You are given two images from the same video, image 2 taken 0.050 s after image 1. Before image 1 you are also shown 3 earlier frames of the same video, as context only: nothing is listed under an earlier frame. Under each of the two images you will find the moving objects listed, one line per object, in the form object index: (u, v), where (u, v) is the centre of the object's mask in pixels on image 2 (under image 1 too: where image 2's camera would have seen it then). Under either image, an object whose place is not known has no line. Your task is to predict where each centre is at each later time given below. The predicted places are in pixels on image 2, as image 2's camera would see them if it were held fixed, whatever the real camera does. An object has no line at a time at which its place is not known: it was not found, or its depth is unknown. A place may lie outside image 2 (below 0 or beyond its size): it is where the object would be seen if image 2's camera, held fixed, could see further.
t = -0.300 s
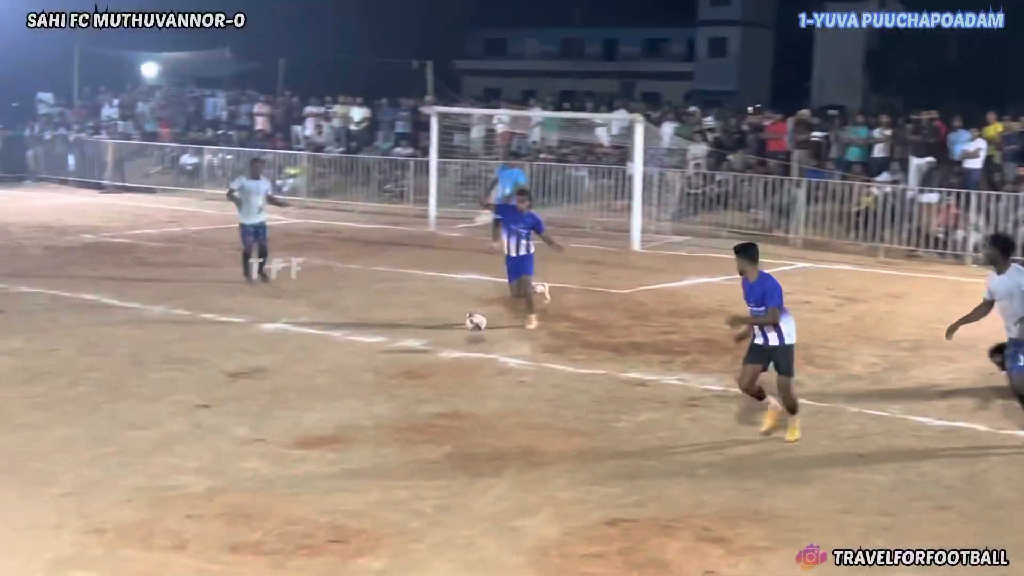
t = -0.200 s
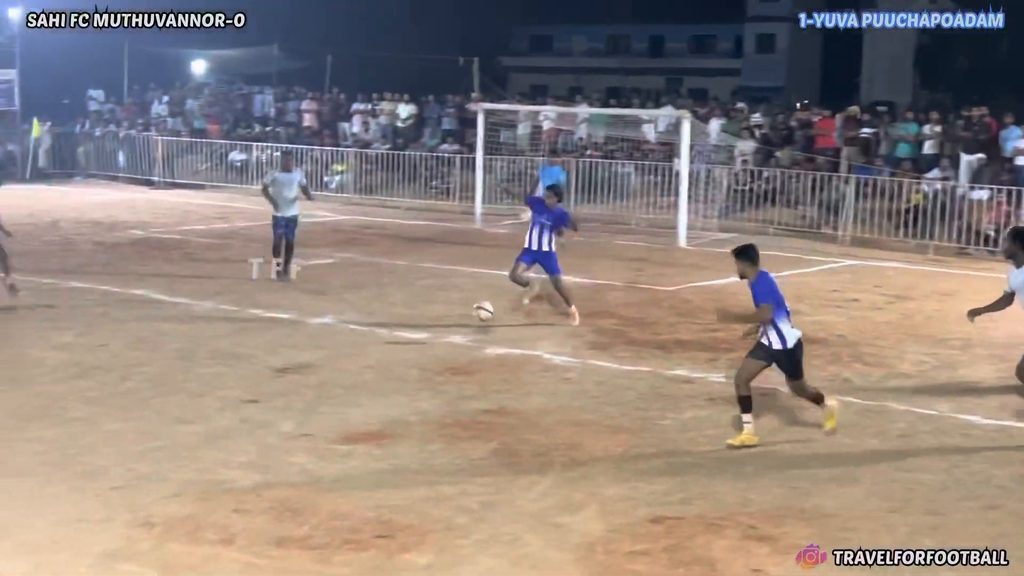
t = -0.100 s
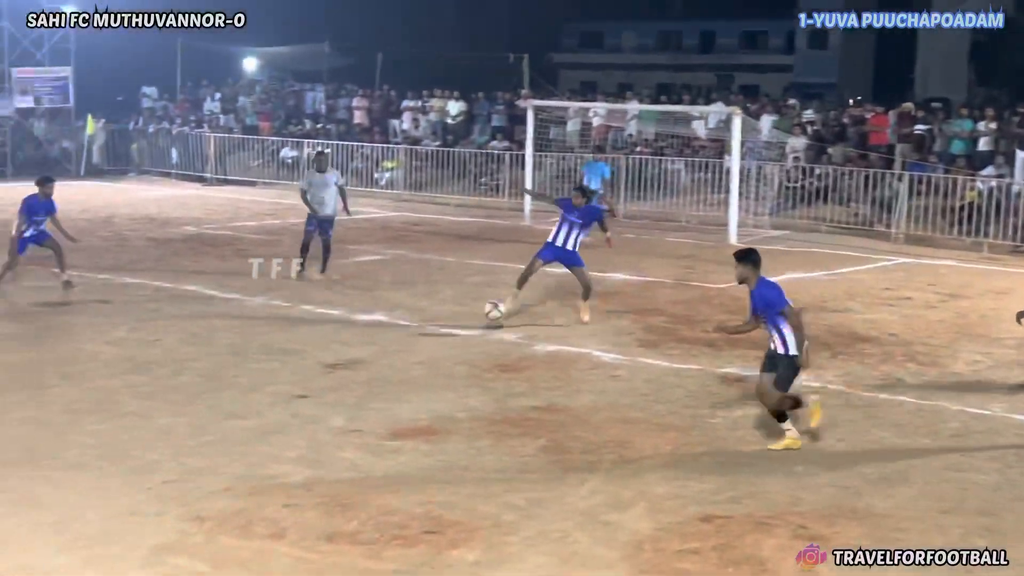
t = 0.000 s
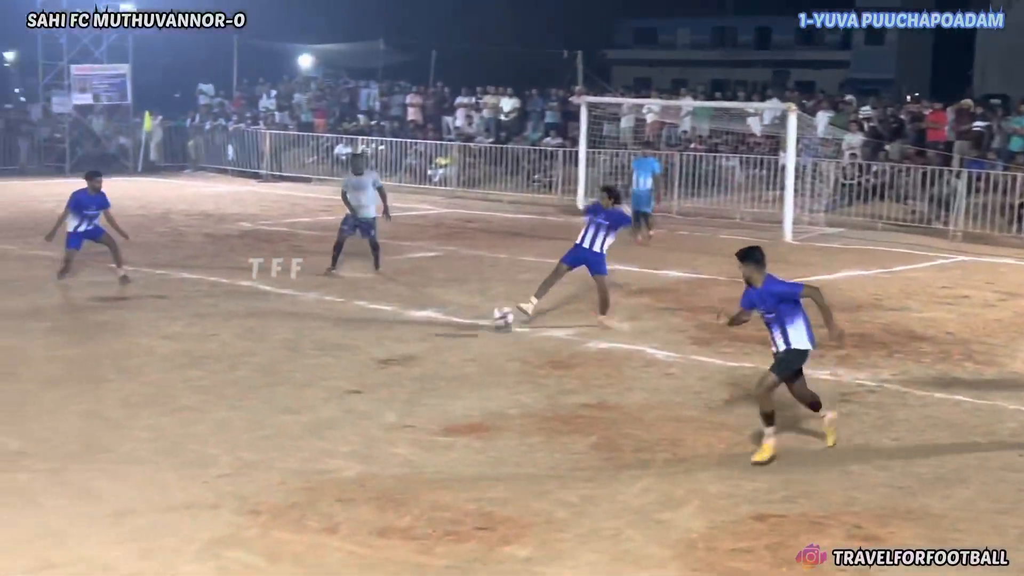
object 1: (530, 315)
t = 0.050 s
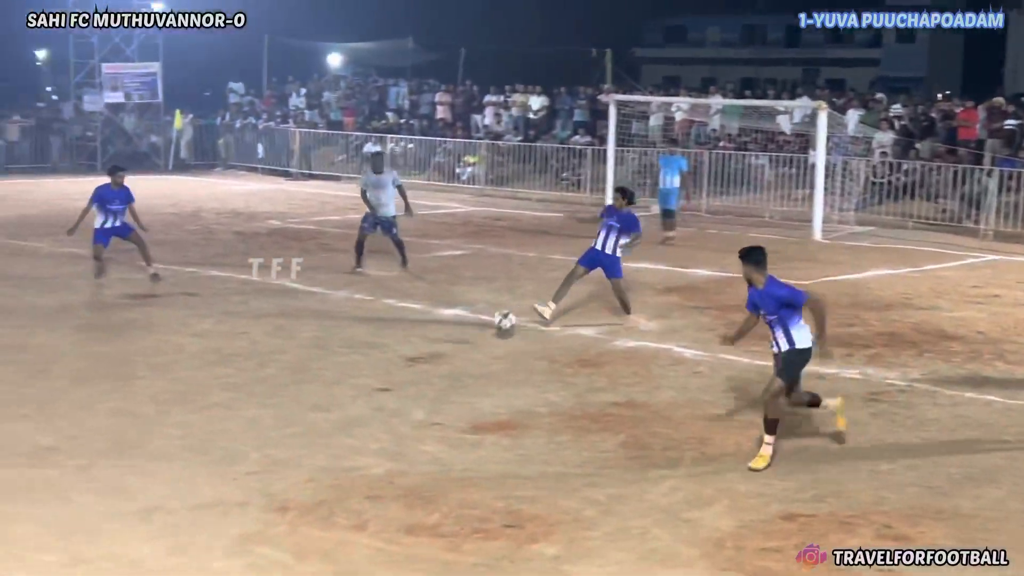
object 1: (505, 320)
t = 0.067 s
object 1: (495, 323)
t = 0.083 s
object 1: (485, 326)
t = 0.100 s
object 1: (477, 330)
